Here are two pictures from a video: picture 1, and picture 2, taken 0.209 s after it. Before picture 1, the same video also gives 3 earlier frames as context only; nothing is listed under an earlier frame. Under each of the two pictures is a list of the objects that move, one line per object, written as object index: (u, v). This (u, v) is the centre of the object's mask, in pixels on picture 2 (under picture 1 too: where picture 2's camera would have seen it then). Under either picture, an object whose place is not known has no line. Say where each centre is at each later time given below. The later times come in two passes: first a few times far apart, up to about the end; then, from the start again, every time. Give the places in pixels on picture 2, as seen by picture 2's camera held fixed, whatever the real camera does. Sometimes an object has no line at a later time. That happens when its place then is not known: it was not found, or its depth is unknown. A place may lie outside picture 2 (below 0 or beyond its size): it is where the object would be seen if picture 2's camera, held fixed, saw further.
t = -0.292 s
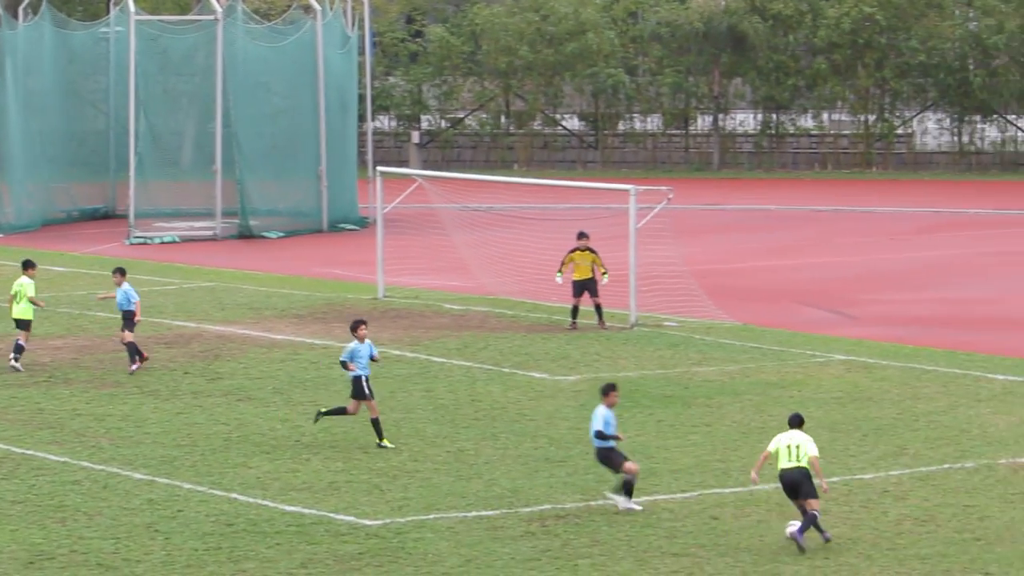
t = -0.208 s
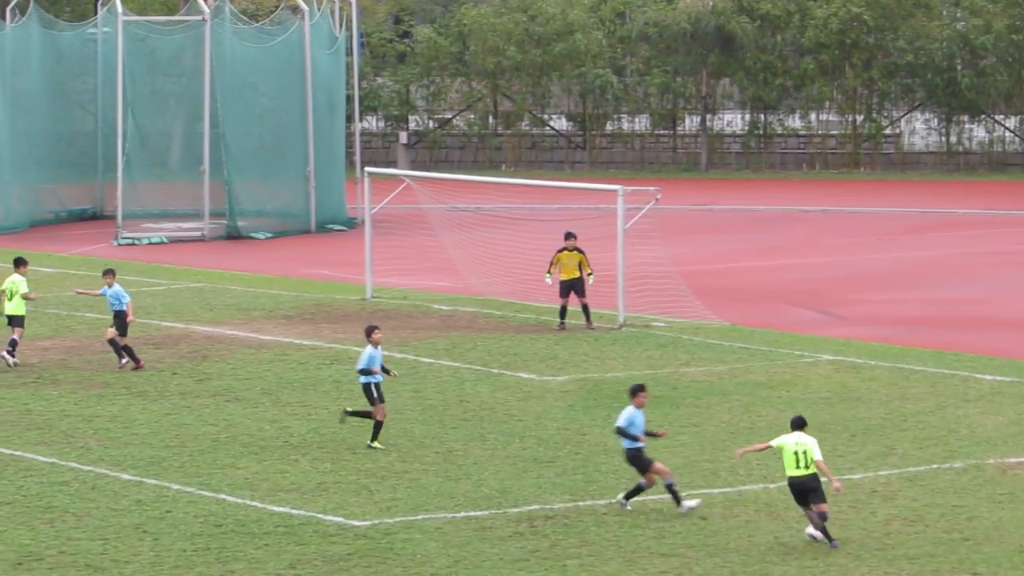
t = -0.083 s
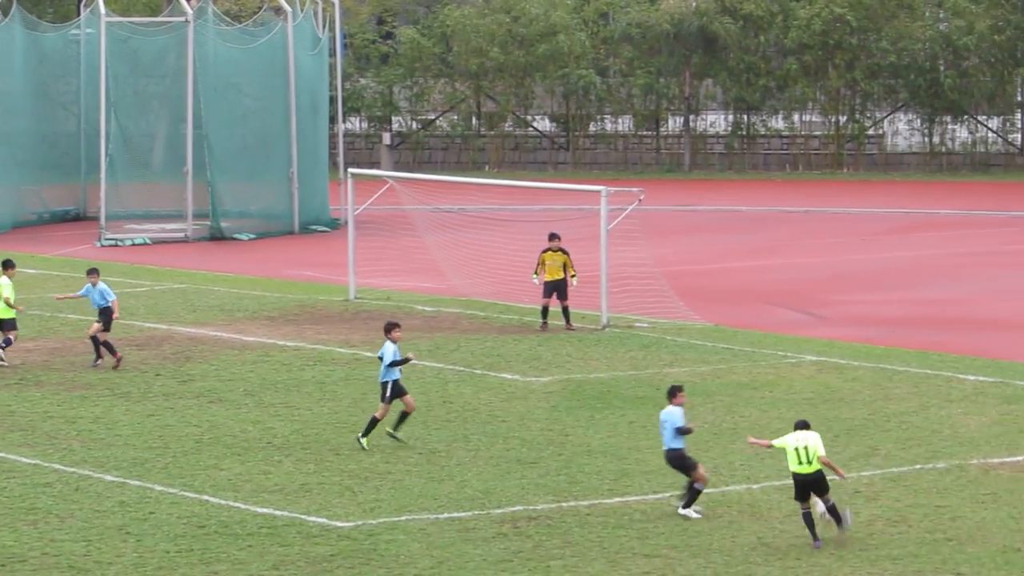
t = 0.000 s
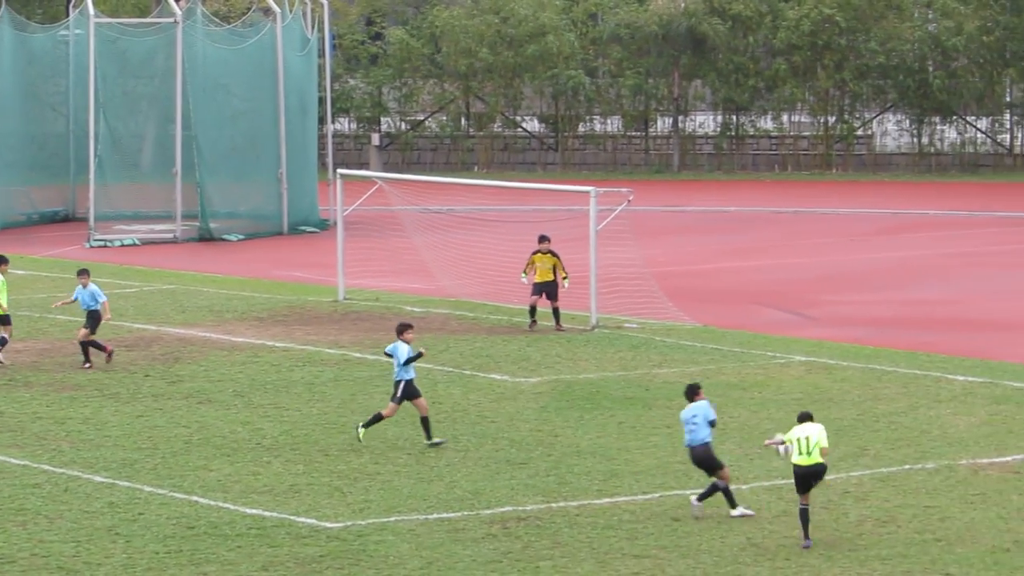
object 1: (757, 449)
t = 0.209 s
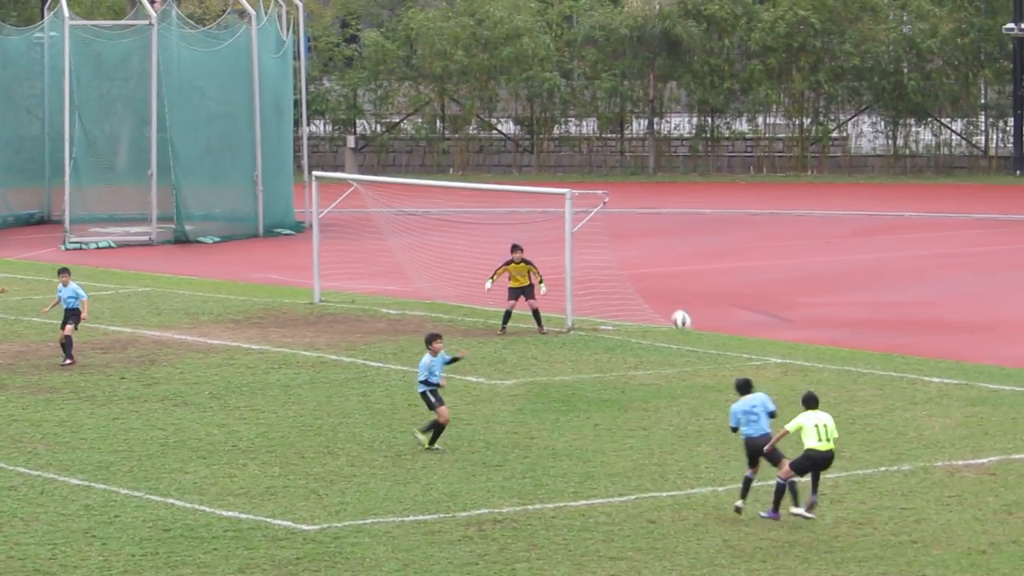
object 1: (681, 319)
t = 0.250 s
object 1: (667, 299)
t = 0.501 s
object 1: (580, 213)
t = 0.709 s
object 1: (512, 178)
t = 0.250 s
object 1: (667, 299)
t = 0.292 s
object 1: (652, 281)
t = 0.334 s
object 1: (637, 265)
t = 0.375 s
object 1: (622, 250)
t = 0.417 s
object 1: (609, 236)
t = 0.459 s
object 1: (595, 224)
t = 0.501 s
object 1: (580, 213)
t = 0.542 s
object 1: (566, 204)
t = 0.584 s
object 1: (553, 195)
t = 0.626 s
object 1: (538, 188)
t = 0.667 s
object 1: (525, 183)
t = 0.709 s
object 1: (512, 178)
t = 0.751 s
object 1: (499, 175)
